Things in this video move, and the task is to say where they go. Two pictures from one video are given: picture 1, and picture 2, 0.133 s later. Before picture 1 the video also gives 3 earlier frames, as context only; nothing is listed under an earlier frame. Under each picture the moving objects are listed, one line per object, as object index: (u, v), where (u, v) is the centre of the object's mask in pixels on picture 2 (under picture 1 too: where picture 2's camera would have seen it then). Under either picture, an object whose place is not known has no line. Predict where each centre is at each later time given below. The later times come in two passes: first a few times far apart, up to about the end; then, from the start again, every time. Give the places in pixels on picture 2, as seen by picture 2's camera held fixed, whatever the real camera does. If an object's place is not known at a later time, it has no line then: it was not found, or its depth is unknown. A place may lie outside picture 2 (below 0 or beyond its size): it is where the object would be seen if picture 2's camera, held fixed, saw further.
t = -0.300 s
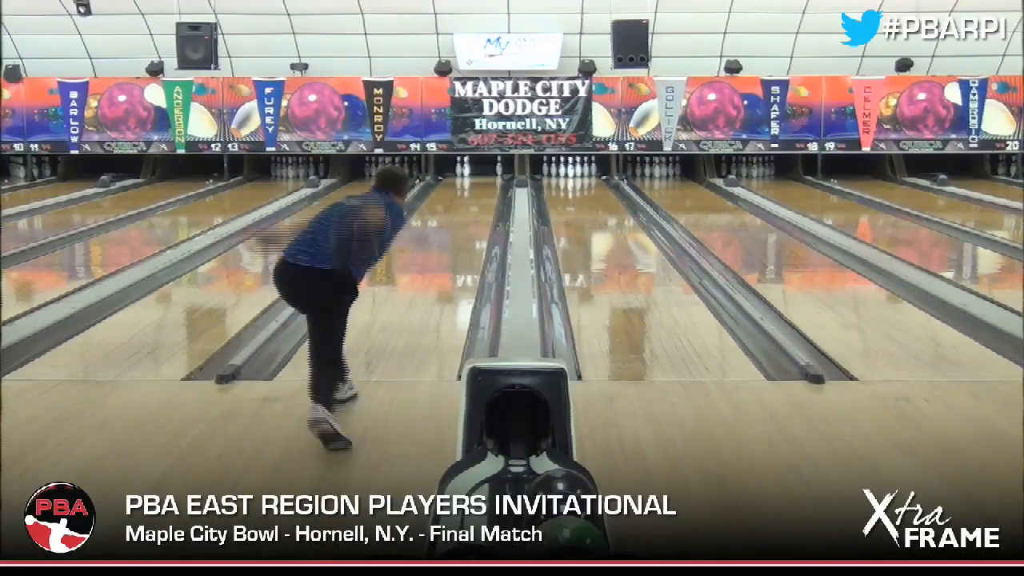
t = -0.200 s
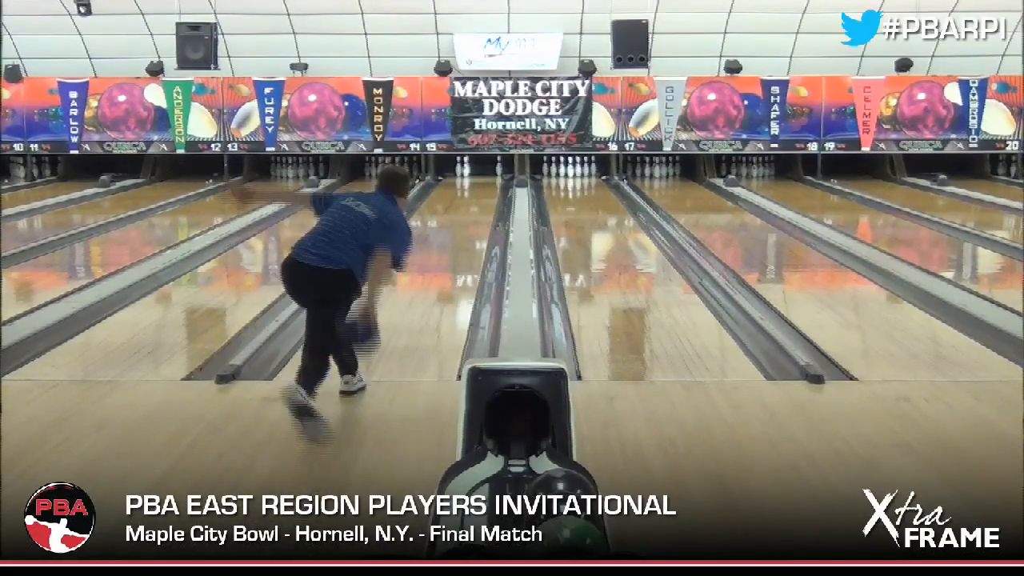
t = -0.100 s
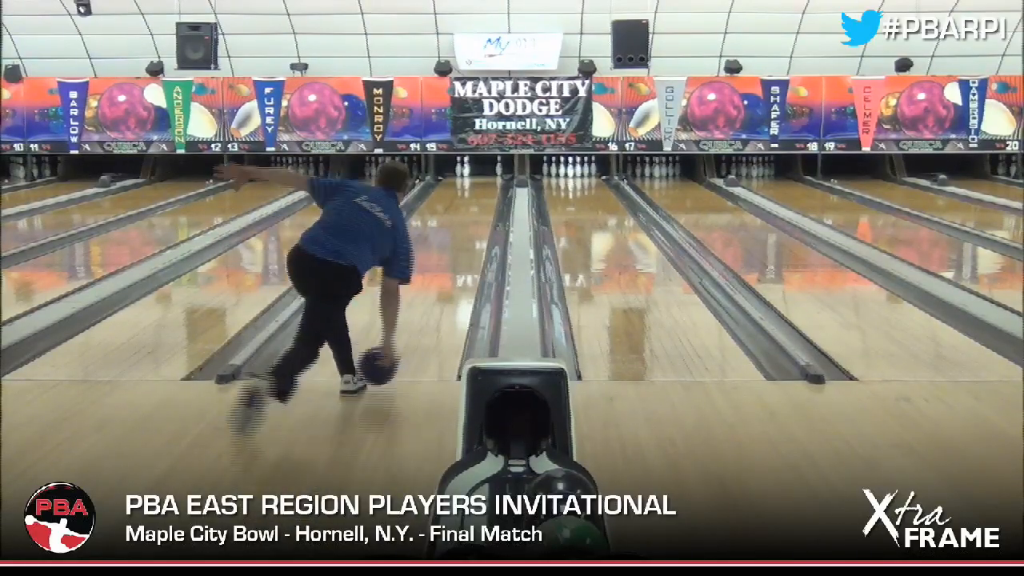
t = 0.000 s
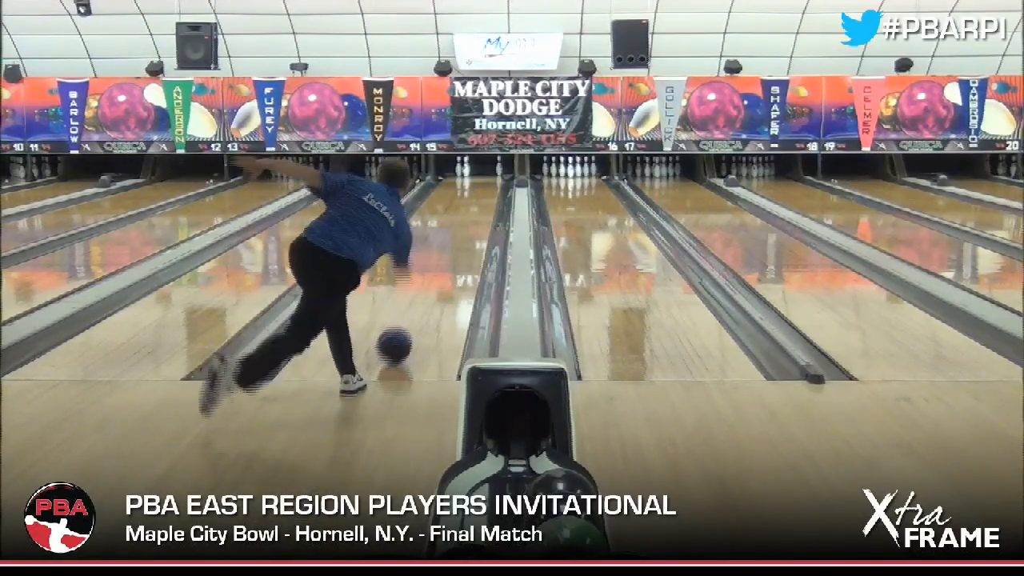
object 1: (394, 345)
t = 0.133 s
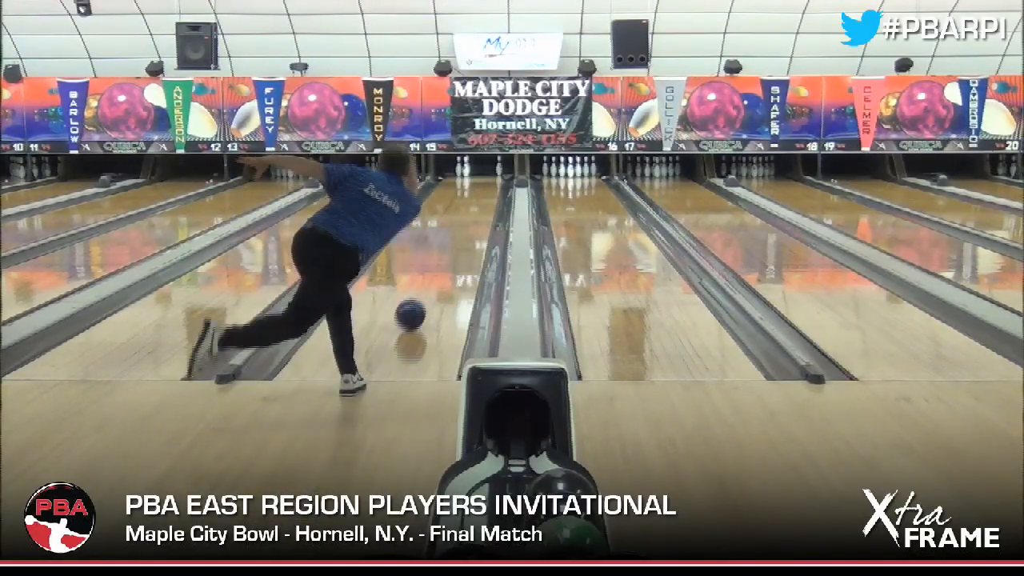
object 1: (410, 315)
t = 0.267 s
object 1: (423, 290)
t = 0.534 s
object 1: (441, 255)
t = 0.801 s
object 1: (453, 230)
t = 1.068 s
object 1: (461, 212)
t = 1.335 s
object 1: (467, 198)
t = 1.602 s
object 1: (469, 187)
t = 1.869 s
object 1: (467, 179)
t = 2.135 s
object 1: (460, 172)
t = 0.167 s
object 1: (414, 308)
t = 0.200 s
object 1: (417, 302)
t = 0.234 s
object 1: (420, 296)
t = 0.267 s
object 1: (423, 290)
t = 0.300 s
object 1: (425, 285)
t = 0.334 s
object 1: (428, 280)
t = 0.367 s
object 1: (431, 275)
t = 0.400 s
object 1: (433, 271)
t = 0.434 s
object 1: (435, 266)
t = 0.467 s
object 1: (437, 262)
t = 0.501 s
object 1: (439, 259)
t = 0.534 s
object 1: (441, 255)
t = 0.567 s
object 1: (443, 252)
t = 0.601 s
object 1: (444, 249)
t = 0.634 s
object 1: (446, 245)
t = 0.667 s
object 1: (447, 242)
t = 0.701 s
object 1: (449, 239)
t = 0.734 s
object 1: (450, 236)
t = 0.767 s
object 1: (452, 233)
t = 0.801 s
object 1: (453, 230)
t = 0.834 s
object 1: (454, 228)
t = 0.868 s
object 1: (455, 225)
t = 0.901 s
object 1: (457, 223)
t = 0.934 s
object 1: (457, 221)
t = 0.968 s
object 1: (458, 218)
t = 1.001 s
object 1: (459, 216)
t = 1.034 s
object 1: (460, 214)
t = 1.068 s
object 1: (461, 212)
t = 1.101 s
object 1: (462, 210)
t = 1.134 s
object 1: (463, 208)
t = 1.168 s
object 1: (464, 206)
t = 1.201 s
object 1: (464, 205)
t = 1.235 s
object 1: (465, 203)
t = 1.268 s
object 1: (466, 201)
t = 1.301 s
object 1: (466, 200)
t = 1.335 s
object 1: (467, 198)
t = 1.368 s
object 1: (467, 197)
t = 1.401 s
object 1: (467, 195)
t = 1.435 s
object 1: (468, 194)
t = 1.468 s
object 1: (468, 192)
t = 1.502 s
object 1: (468, 191)
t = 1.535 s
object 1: (469, 189)
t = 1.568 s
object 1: (469, 188)
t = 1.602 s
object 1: (469, 187)
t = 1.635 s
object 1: (468, 186)
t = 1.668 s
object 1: (468, 185)
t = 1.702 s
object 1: (468, 184)
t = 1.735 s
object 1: (469, 183)
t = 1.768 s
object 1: (469, 182)
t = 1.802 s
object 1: (468, 181)
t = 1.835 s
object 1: (467, 180)
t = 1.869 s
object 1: (467, 179)
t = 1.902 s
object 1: (467, 178)
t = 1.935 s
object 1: (466, 177)
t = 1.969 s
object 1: (465, 176)
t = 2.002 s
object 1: (464, 176)
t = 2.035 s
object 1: (463, 175)
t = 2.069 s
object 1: (462, 174)
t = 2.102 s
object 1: (461, 173)
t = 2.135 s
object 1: (460, 172)
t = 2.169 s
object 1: (459, 171)
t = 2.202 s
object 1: (458, 171)
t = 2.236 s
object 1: (458, 171)
